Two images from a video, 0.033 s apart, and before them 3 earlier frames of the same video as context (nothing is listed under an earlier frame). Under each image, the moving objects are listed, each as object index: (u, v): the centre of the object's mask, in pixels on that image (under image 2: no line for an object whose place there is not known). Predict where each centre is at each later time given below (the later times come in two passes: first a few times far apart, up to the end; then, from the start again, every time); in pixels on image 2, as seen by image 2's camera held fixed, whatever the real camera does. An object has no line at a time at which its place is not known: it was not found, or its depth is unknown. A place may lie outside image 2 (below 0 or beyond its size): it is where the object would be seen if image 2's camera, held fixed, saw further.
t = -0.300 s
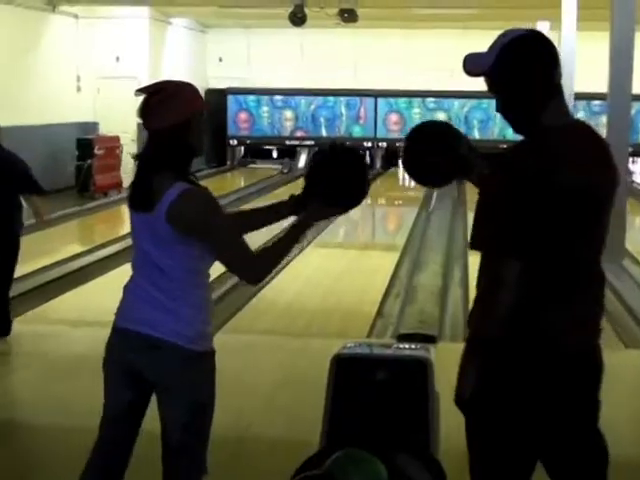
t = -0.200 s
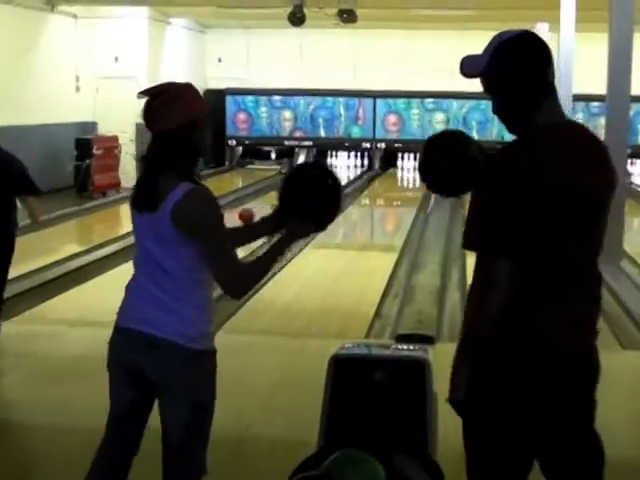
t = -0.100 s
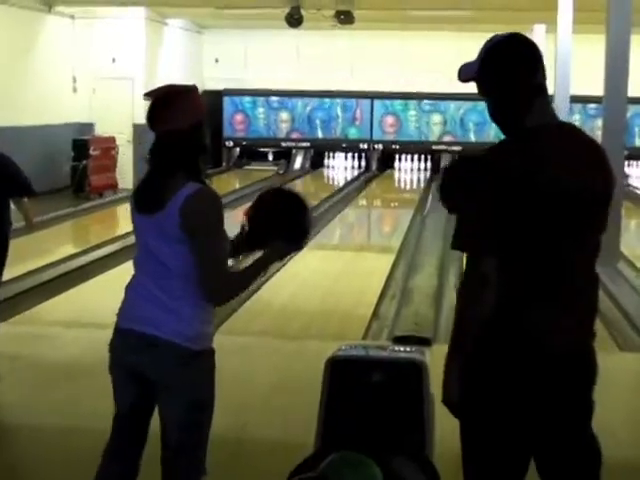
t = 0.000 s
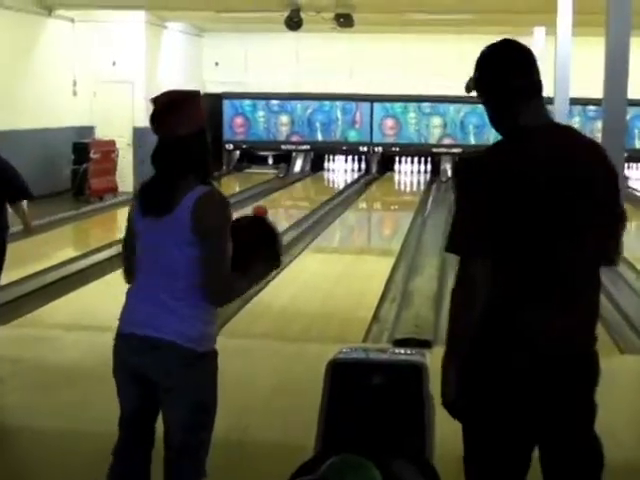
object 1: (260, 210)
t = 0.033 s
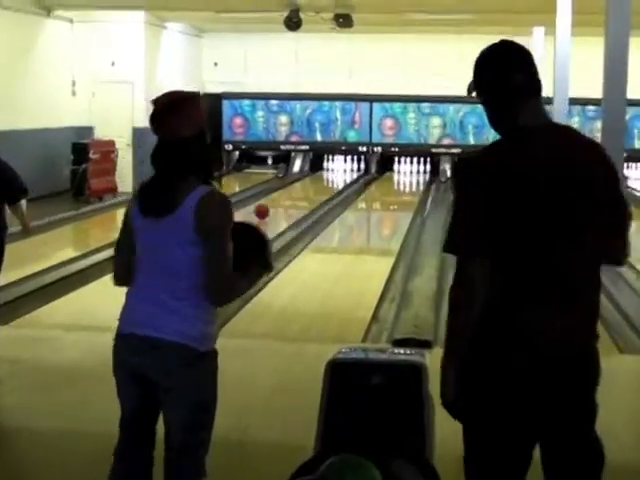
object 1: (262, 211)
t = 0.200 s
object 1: (273, 205)
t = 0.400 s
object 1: (285, 200)
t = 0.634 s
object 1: (297, 193)
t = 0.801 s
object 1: (305, 190)
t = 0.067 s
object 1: (264, 210)
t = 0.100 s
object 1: (266, 209)
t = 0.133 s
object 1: (268, 208)
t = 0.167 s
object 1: (271, 207)
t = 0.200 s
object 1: (273, 205)
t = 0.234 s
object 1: (275, 204)
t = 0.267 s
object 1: (277, 203)
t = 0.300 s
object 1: (278, 202)
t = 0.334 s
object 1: (280, 202)
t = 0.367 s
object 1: (283, 201)
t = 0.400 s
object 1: (285, 200)
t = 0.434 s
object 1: (287, 199)
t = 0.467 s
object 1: (288, 198)
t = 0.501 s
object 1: (290, 197)
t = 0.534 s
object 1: (292, 196)
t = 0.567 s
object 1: (294, 196)
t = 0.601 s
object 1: (295, 195)
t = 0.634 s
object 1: (297, 193)
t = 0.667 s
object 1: (298, 193)
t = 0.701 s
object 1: (301, 192)
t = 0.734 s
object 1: (302, 191)
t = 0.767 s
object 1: (303, 190)
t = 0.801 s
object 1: (305, 190)
